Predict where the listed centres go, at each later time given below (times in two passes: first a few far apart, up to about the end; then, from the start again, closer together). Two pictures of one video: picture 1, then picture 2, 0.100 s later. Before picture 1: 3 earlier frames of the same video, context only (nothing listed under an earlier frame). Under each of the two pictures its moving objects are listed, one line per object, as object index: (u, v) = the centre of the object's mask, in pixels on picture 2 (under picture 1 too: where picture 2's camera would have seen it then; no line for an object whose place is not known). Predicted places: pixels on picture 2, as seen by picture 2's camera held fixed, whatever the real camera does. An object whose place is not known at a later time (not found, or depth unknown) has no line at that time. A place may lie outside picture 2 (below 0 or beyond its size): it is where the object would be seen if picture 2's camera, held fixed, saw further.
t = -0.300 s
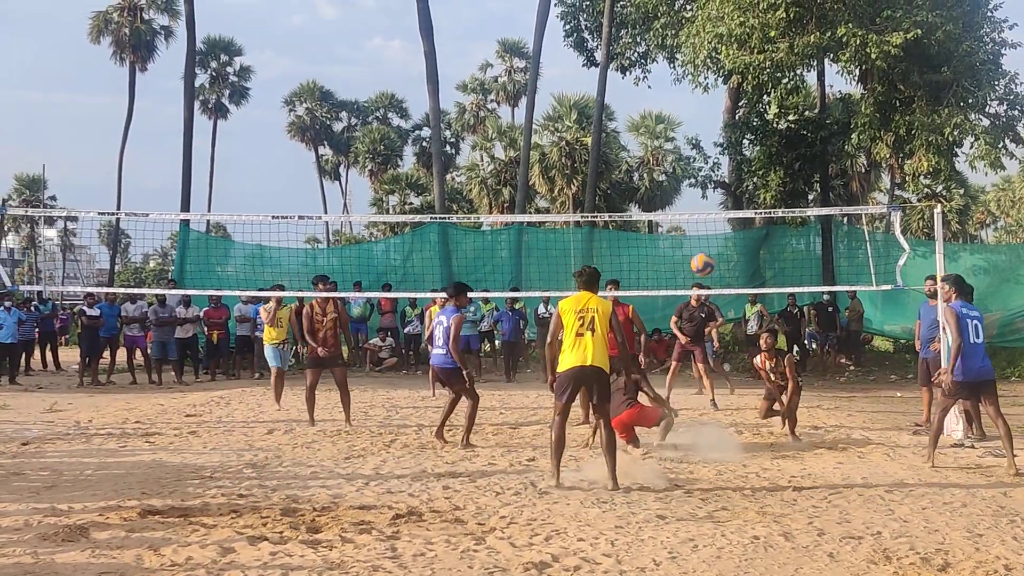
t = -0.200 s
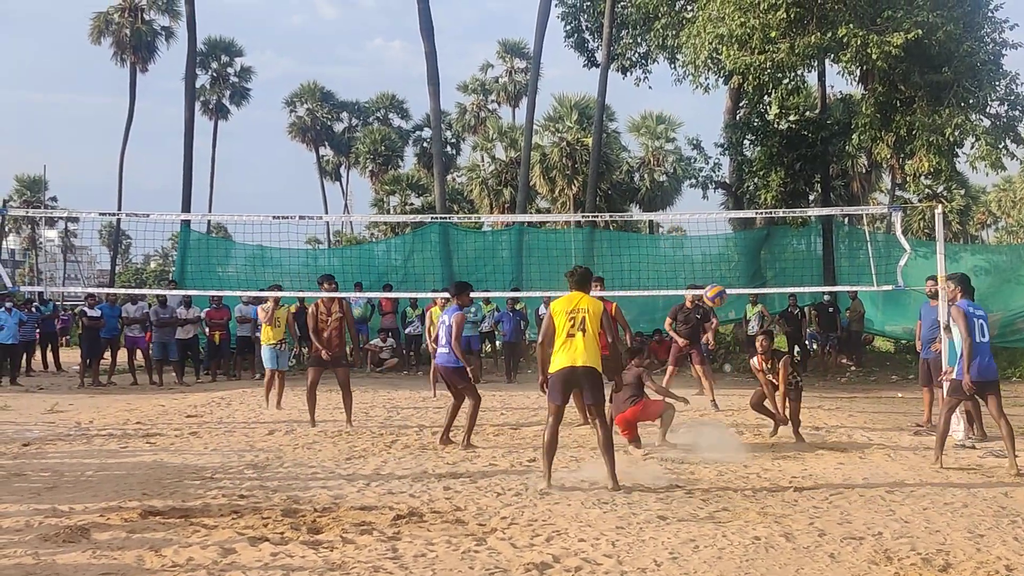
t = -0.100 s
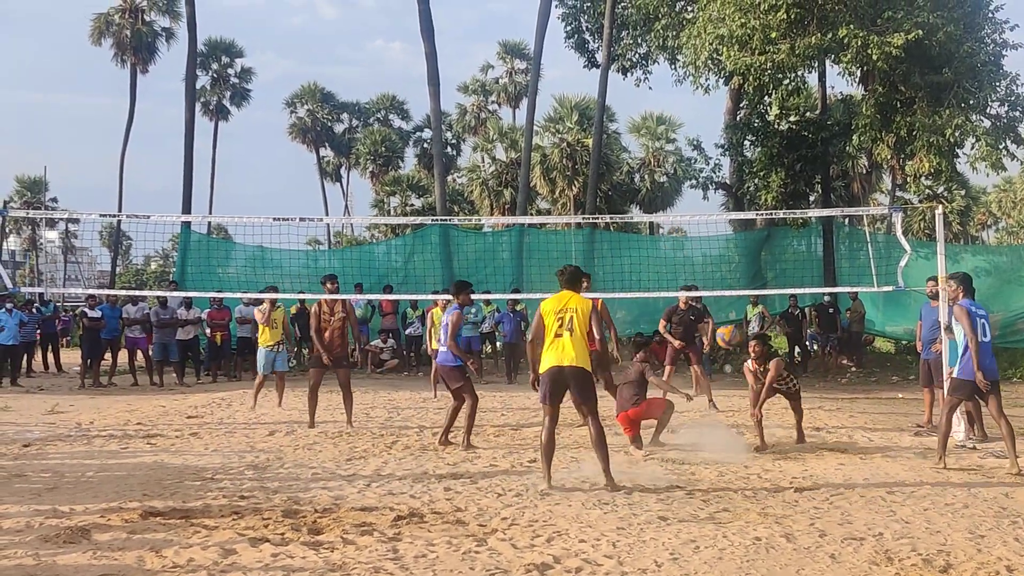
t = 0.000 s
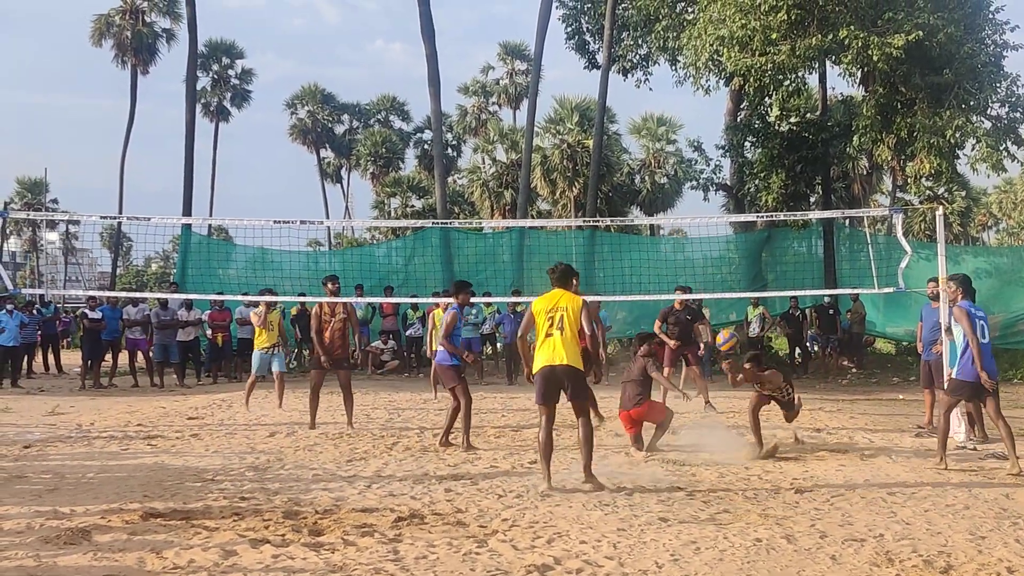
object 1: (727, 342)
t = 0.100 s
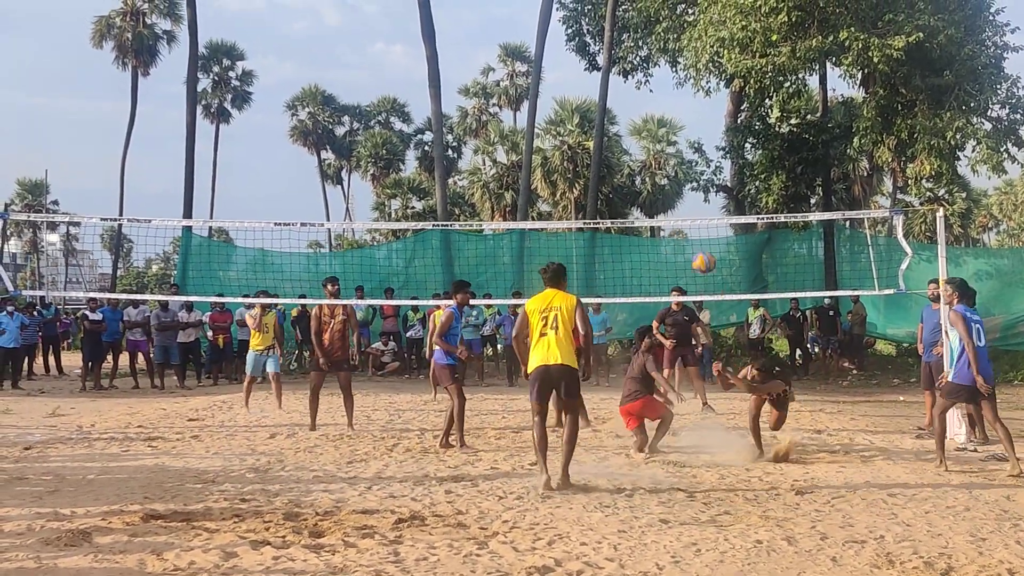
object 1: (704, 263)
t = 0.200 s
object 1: (679, 194)
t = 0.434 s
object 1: (623, 75)
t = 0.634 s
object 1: (576, 20)
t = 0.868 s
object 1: (521, 8)
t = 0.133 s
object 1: (696, 239)
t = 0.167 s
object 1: (688, 216)
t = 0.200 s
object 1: (679, 194)
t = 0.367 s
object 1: (640, 104)
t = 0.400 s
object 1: (632, 89)
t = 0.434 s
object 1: (623, 75)
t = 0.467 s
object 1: (615, 63)
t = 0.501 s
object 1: (608, 53)
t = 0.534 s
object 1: (600, 42)
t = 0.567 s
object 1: (593, 33)
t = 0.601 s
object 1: (584, 26)
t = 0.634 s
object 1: (576, 20)
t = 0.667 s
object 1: (568, 15)
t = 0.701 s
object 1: (560, 11)
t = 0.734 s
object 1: (553, 7)
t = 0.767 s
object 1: (545, 5)
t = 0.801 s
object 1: (536, 5)
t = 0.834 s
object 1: (529, 6)
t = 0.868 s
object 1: (521, 8)
